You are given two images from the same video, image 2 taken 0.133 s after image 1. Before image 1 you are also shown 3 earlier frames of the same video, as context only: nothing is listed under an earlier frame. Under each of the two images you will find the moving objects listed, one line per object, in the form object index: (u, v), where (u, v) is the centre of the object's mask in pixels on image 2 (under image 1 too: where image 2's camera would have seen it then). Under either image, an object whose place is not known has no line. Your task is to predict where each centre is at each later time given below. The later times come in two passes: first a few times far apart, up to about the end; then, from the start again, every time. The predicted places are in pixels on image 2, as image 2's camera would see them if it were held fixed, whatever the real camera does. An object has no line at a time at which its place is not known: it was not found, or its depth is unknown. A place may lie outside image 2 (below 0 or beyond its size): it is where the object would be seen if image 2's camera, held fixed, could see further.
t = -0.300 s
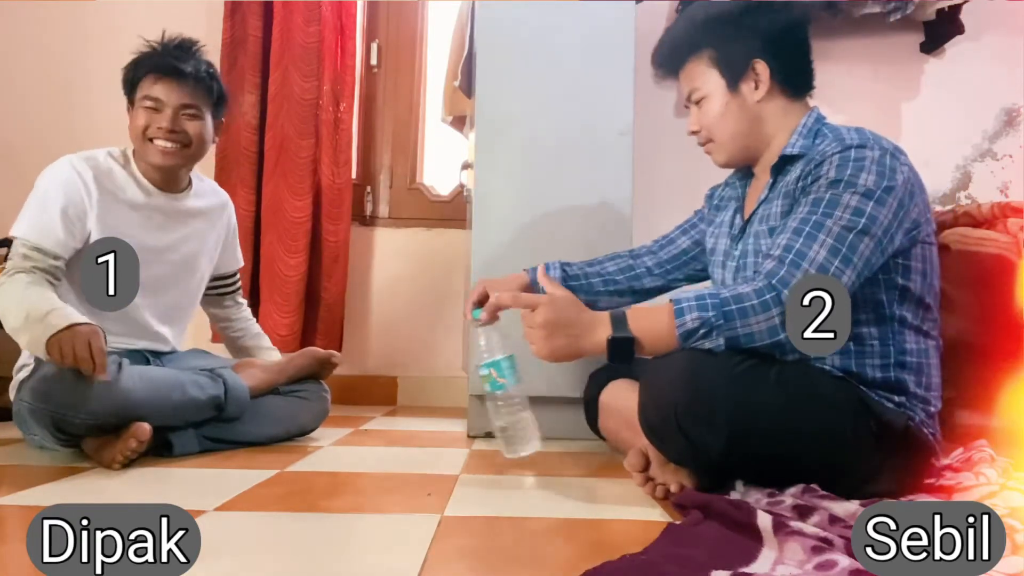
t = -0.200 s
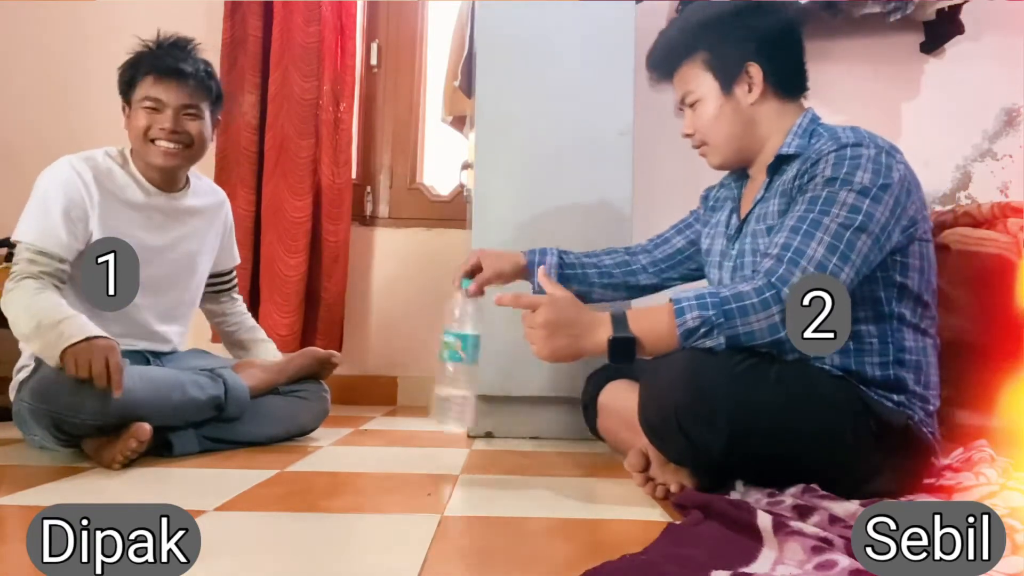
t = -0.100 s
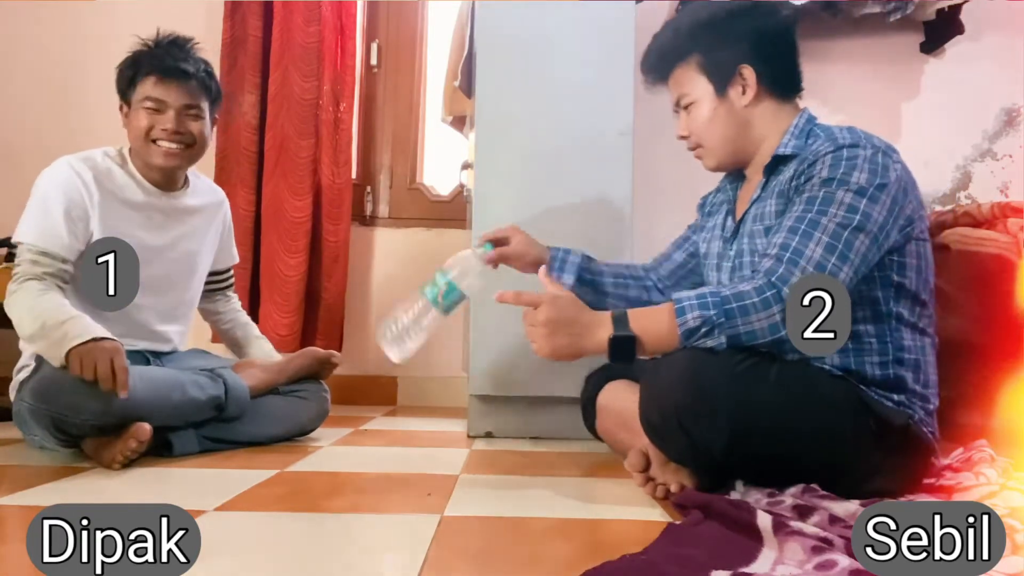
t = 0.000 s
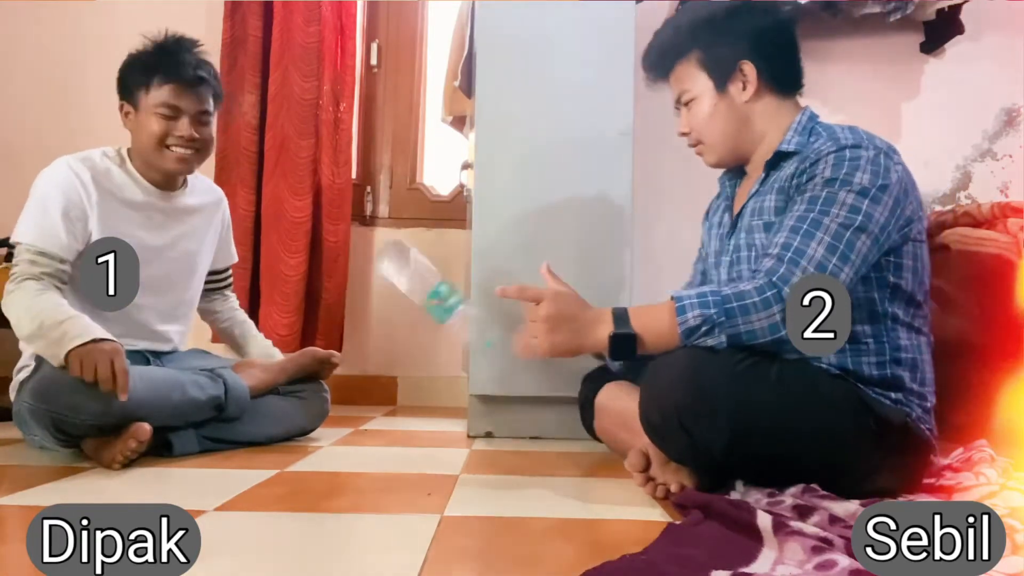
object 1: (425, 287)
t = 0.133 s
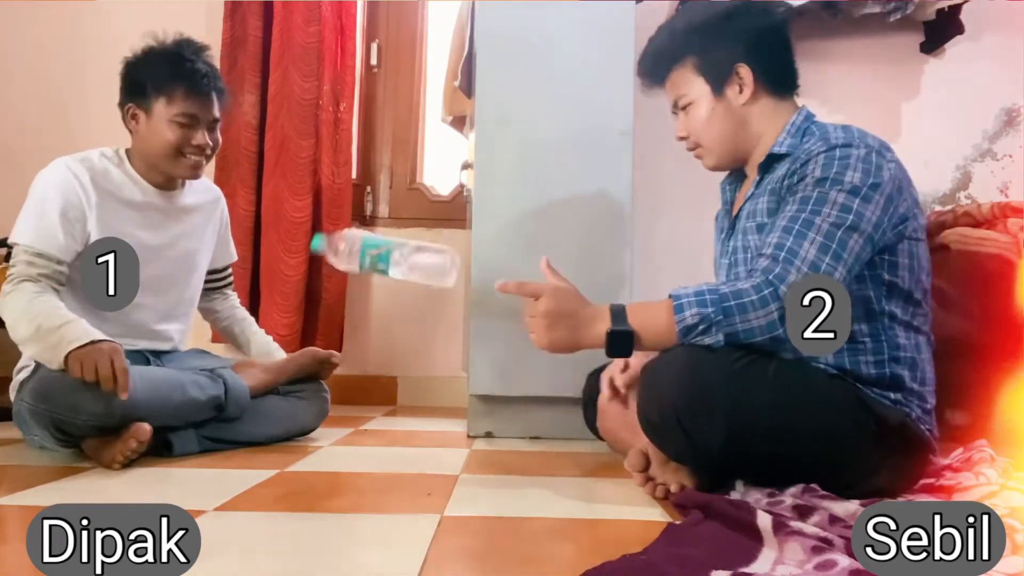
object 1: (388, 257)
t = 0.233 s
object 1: (410, 301)
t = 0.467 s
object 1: (455, 396)
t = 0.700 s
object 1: (509, 447)
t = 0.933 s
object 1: (509, 447)
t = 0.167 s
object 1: (398, 262)
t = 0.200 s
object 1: (405, 278)
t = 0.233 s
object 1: (410, 301)
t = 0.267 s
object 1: (416, 331)
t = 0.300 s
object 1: (421, 367)
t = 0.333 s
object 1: (424, 390)
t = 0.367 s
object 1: (432, 392)
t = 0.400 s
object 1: (442, 393)
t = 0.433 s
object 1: (448, 395)
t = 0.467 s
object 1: (455, 396)
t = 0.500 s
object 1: (462, 396)
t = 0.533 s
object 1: (468, 398)
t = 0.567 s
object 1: (478, 400)
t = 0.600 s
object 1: (486, 406)
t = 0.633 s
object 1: (495, 414)
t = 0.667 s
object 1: (504, 428)
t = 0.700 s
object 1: (509, 447)
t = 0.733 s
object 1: (508, 442)
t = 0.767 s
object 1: (509, 443)
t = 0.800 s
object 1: (508, 448)
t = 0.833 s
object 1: (507, 448)
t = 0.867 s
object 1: (509, 447)
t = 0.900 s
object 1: (509, 447)
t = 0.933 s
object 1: (509, 447)
